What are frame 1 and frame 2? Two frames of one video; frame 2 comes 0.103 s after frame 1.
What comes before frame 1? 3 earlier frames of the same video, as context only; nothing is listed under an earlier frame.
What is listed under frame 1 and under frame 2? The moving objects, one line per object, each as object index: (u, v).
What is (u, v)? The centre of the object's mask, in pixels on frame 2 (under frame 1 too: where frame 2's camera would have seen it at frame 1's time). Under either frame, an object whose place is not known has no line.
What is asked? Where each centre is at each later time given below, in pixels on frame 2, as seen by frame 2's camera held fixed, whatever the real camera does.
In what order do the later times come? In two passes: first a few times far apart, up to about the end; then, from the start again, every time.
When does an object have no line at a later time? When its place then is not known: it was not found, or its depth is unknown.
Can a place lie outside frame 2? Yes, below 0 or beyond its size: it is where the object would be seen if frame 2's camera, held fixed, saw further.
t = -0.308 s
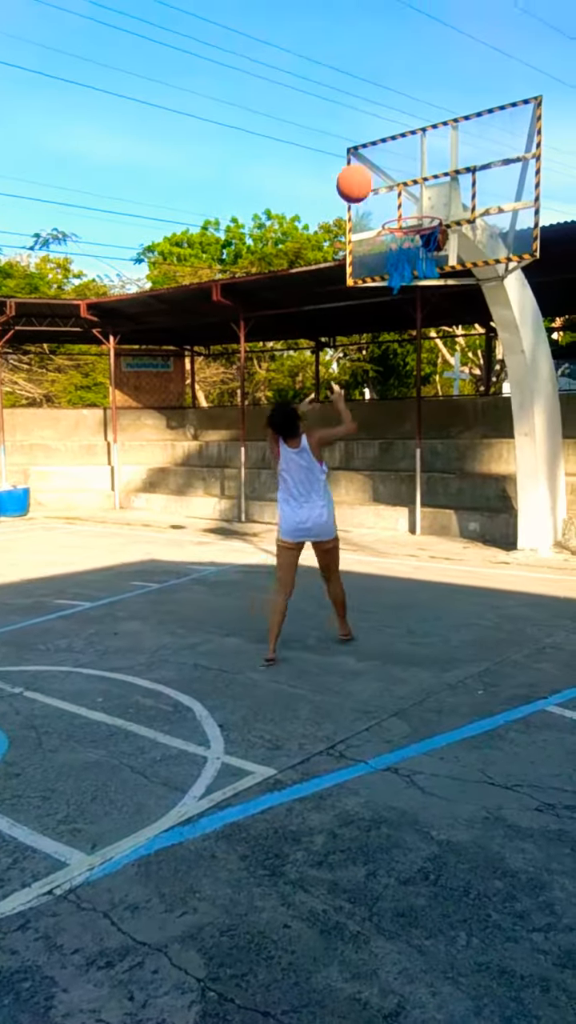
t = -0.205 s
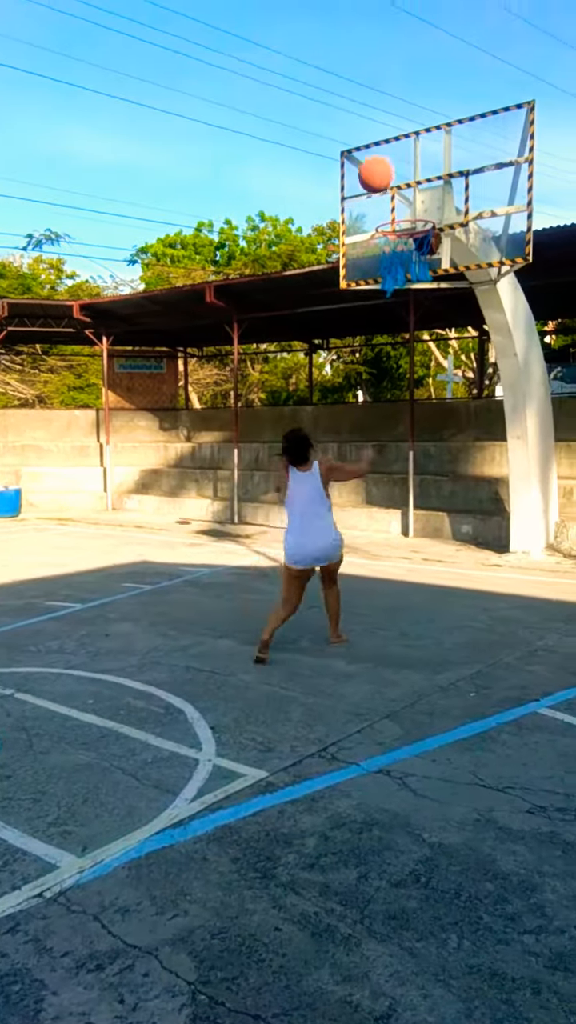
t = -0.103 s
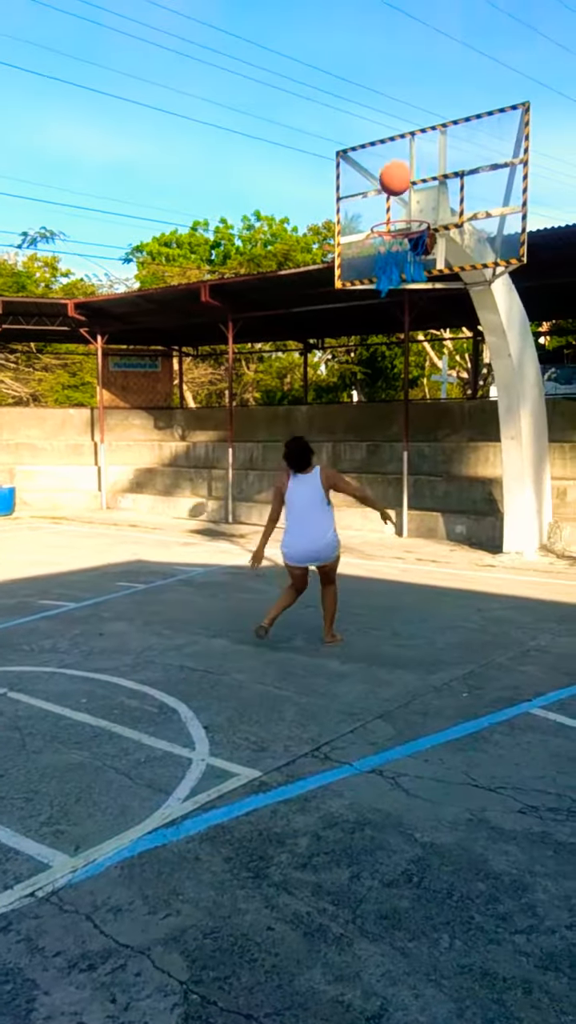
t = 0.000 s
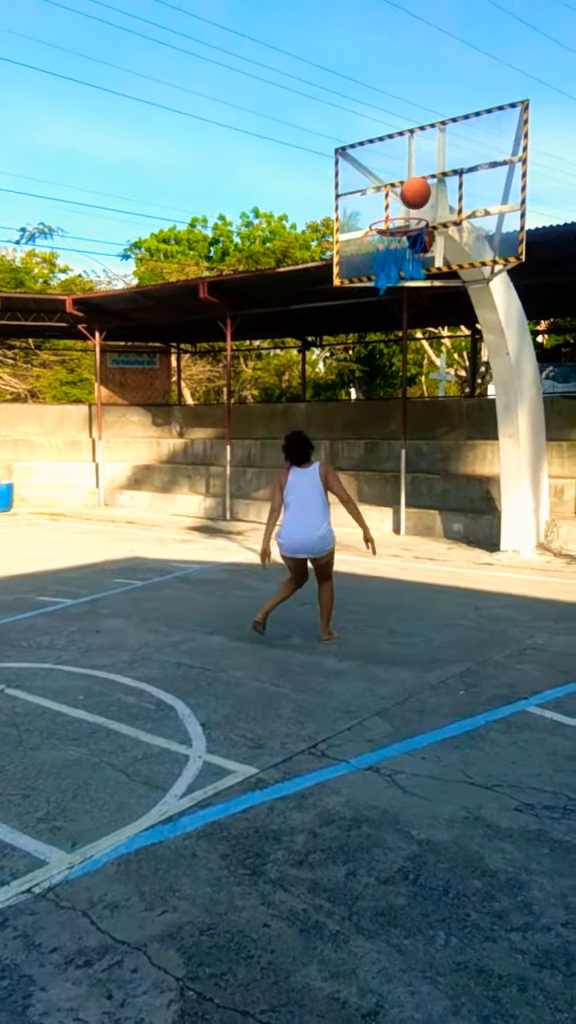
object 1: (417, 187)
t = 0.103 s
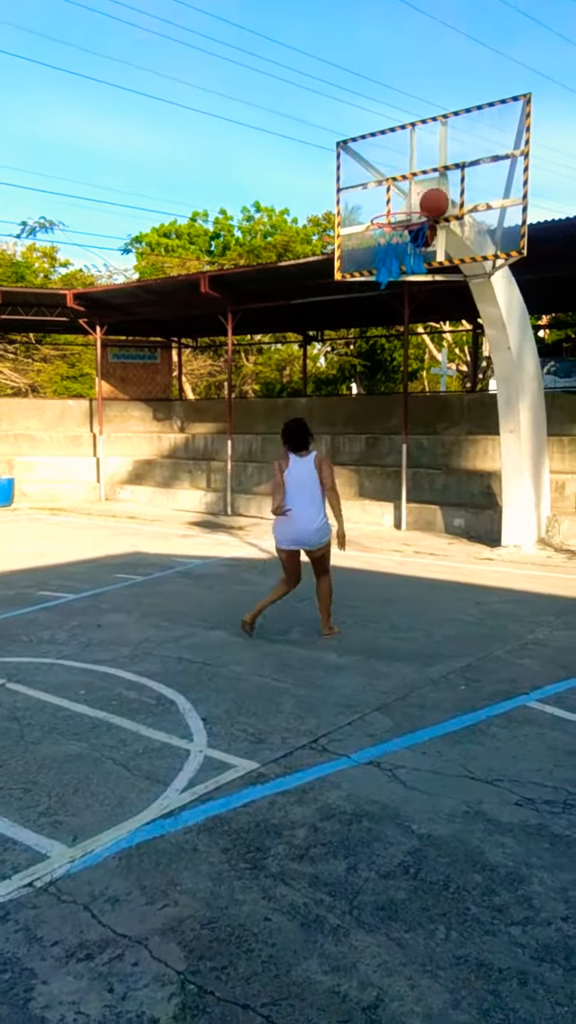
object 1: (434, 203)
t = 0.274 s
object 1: (419, 189)
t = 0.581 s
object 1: (395, 198)
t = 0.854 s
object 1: (376, 284)
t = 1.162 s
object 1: (352, 505)
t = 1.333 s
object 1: (337, 553)
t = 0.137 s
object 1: (434, 200)
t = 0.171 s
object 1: (430, 195)
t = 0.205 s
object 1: (427, 192)
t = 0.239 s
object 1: (423, 190)
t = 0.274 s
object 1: (419, 189)
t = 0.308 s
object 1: (415, 189)
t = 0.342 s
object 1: (411, 192)
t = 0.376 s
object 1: (407, 195)
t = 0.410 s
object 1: (405, 195)
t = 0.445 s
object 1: (403, 195)
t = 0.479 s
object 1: (401, 193)
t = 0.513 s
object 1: (399, 193)
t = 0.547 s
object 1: (397, 195)
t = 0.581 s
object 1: (395, 198)
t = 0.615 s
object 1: (393, 203)
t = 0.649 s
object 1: (390, 210)
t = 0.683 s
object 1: (388, 218)
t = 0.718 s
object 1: (386, 228)
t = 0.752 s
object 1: (383, 239)
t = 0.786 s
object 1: (381, 252)
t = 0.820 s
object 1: (378, 267)
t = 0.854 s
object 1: (376, 284)
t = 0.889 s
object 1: (373, 302)
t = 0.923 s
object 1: (371, 321)
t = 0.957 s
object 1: (369, 343)
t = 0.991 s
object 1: (366, 366)
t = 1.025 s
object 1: (364, 390)
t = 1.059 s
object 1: (362, 416)
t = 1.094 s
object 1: (358, 444)
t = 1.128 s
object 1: (355, 475)
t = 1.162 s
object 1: (352, 505)
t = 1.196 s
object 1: (350, 537)
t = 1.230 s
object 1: (347, 571)
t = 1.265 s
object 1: (344, 605)
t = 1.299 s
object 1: (341, 581)
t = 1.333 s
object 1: (337, 553)
